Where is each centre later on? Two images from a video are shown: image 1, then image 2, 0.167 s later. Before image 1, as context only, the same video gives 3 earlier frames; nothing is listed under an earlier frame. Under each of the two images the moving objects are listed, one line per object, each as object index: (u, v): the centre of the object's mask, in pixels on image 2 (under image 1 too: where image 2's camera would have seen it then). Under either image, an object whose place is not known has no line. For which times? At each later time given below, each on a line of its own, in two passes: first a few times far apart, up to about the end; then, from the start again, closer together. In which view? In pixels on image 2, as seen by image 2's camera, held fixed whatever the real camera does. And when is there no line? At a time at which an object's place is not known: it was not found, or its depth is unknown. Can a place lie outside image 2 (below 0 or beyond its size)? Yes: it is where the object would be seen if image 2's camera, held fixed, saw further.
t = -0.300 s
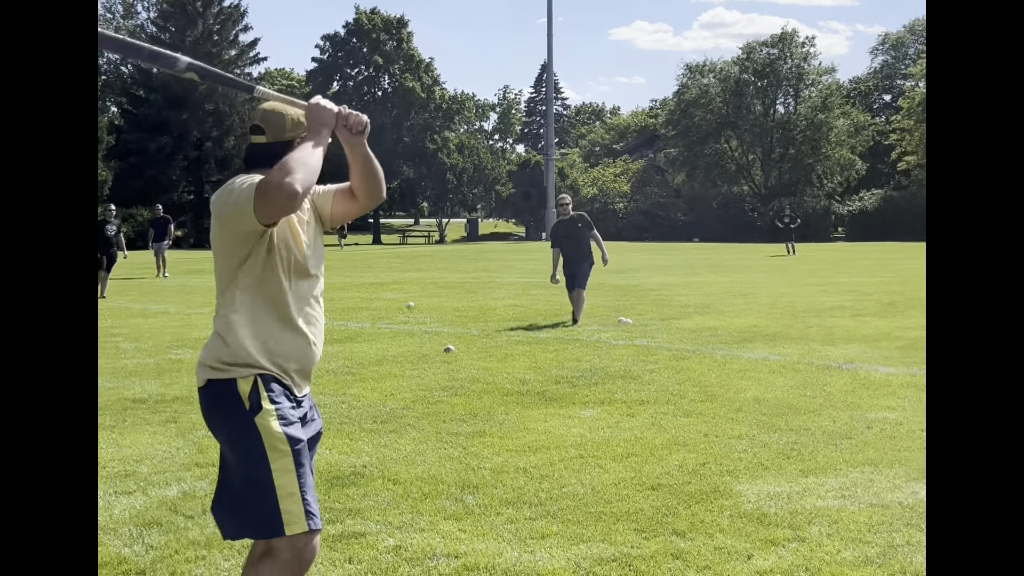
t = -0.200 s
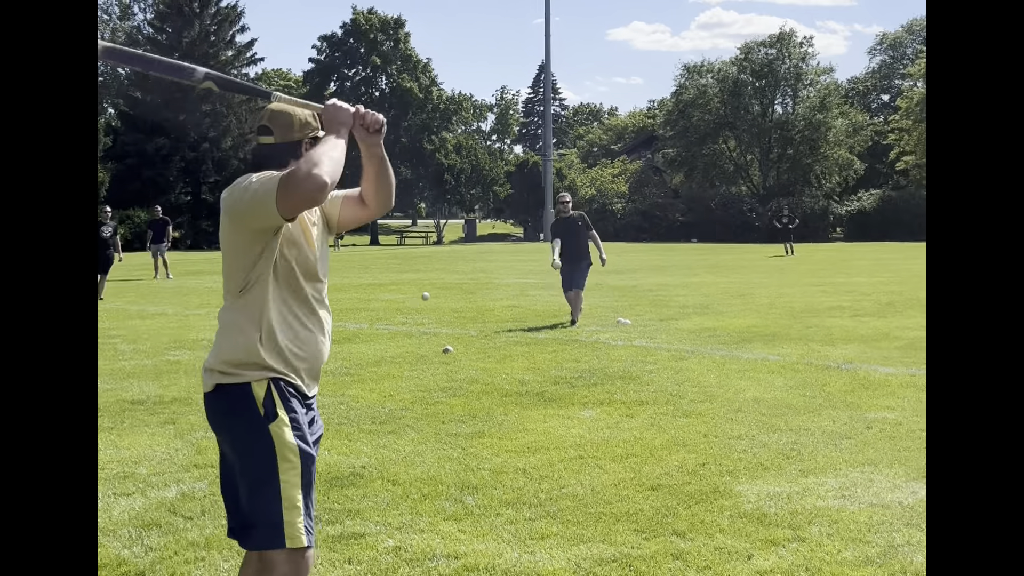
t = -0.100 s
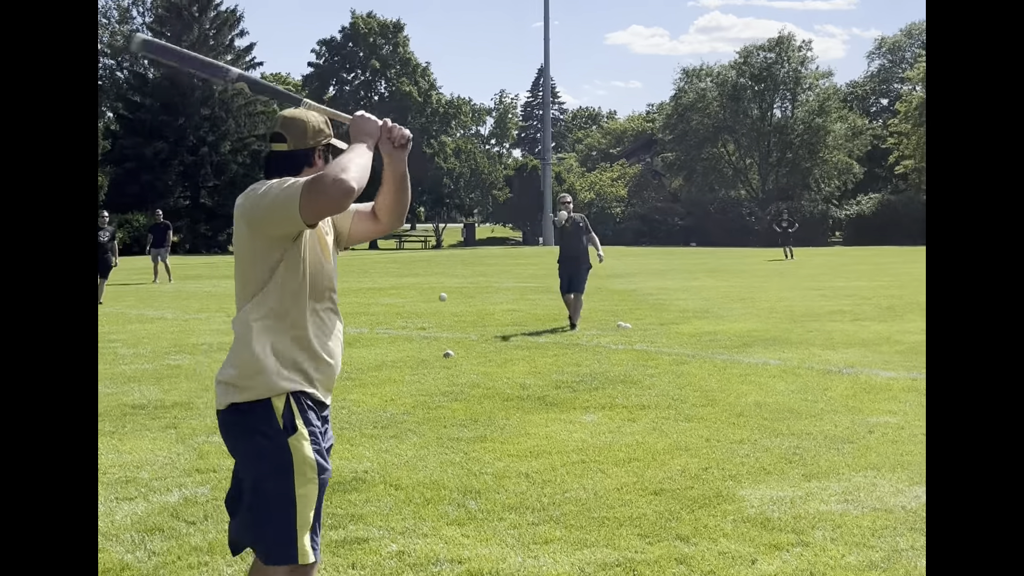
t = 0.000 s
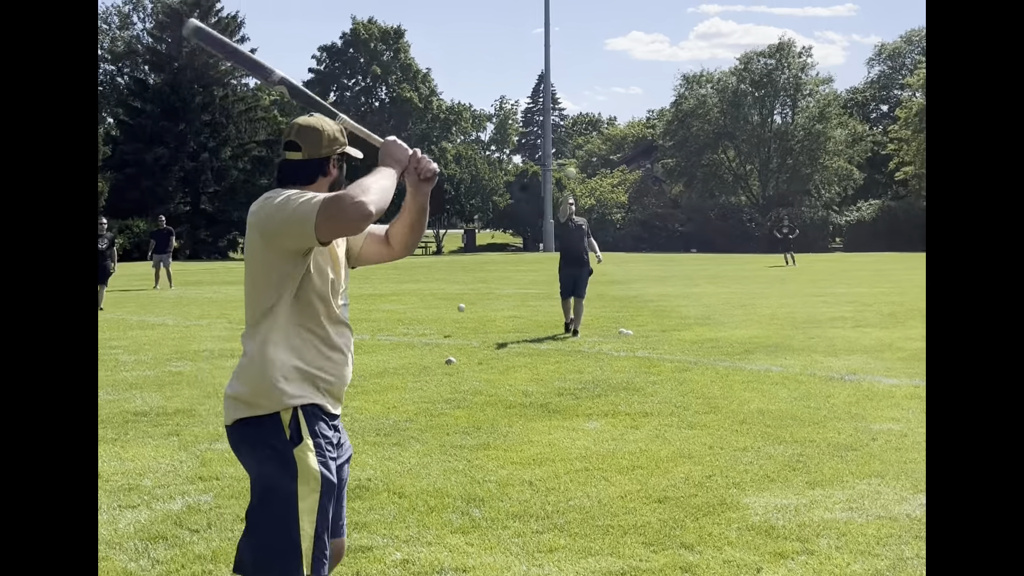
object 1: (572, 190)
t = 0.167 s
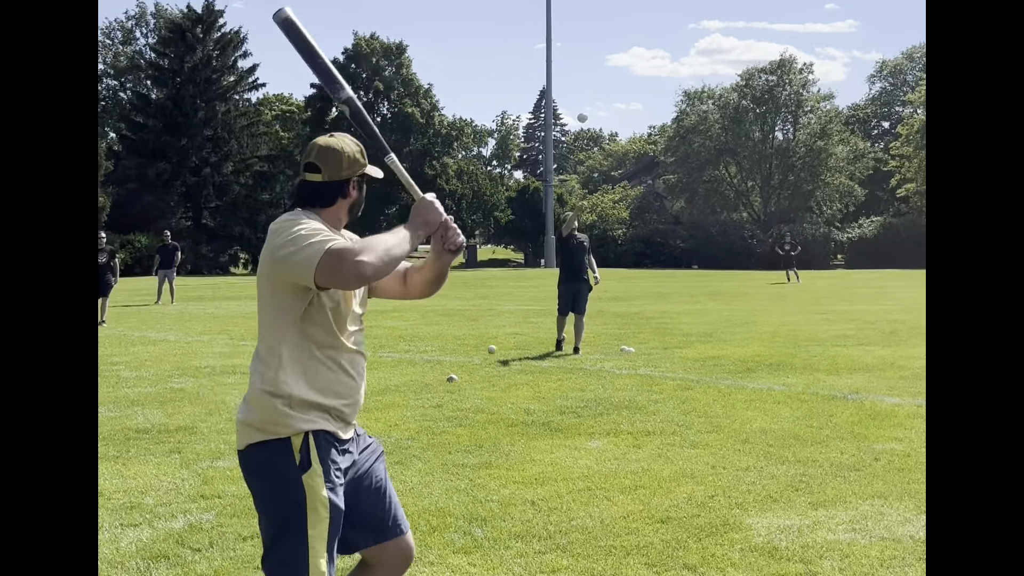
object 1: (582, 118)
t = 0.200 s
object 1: (584, 104)
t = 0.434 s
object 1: (598, 32)
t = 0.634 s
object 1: (610, 7)
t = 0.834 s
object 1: (619, 35)
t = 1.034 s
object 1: (624, 156)
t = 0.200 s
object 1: (584, 104)
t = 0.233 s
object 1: (586, 92)
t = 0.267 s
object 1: (588, 80)
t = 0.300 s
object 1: (590, 69)
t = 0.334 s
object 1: (592, 59)
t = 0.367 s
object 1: (594, 50)
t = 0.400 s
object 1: (597, 40)
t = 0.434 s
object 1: (598, 32)
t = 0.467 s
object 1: (601, 25)
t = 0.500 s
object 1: (602, 19)
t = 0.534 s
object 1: (604, 14)
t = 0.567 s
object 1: (606, 11)
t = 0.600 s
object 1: (608, 8)
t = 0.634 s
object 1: (610, 7)
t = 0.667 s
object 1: (612, 7)
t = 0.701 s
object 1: (614, 9)
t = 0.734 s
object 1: (615, 12)
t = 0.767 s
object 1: (617, 18)
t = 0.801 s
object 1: (618, 25)
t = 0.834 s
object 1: (619, 35)
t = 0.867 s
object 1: (620, 47)
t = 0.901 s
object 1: (621, 62)
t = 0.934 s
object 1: (622, 80)
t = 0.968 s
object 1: (623, 101)
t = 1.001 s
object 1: (623, 127)
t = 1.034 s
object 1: (624, 156)
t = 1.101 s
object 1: (624, 228)
